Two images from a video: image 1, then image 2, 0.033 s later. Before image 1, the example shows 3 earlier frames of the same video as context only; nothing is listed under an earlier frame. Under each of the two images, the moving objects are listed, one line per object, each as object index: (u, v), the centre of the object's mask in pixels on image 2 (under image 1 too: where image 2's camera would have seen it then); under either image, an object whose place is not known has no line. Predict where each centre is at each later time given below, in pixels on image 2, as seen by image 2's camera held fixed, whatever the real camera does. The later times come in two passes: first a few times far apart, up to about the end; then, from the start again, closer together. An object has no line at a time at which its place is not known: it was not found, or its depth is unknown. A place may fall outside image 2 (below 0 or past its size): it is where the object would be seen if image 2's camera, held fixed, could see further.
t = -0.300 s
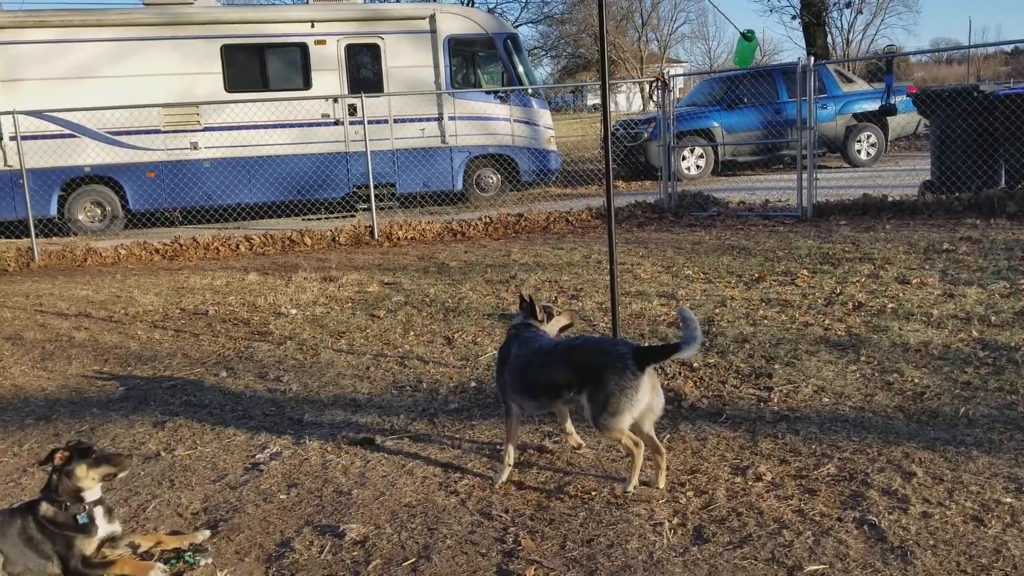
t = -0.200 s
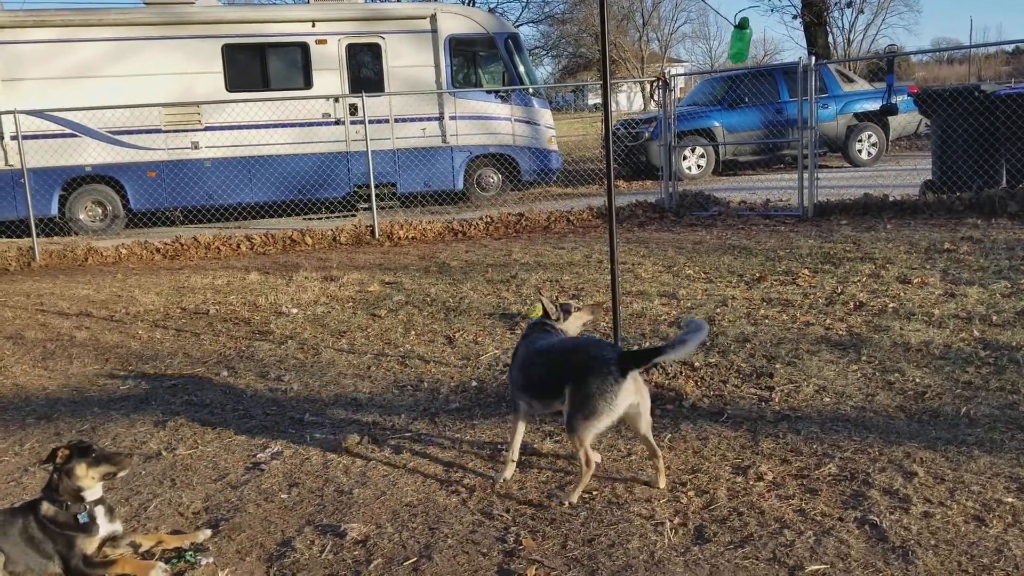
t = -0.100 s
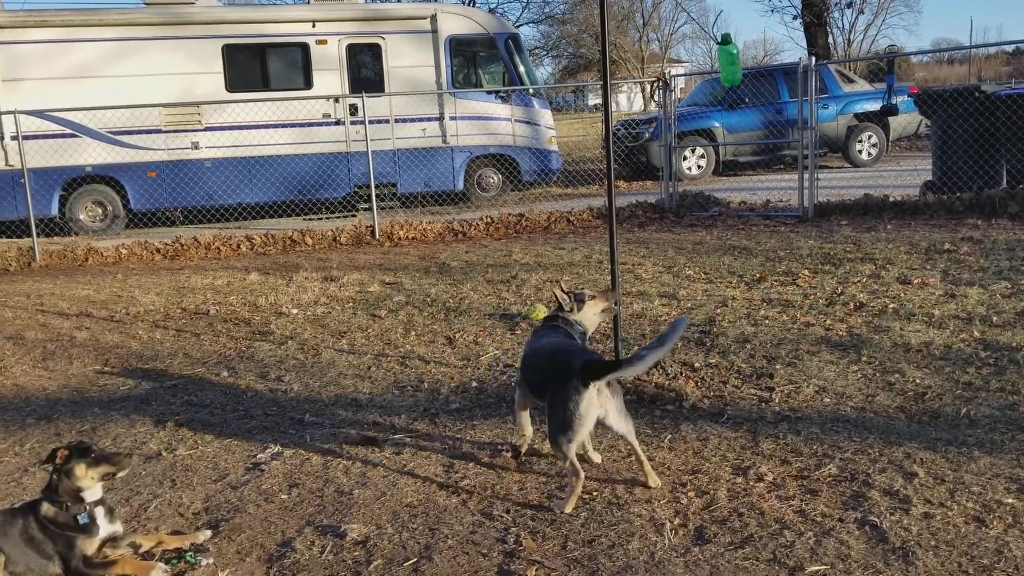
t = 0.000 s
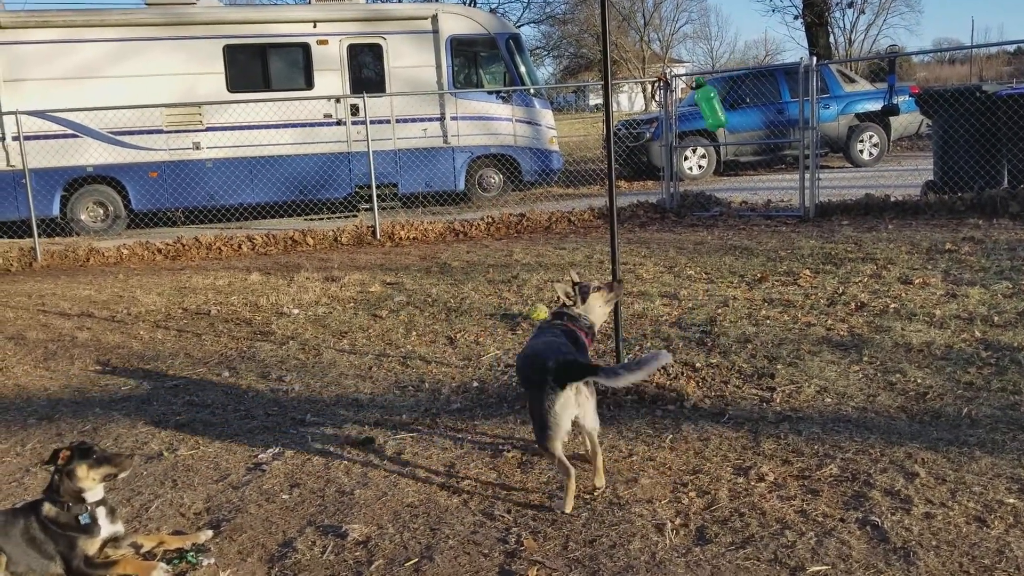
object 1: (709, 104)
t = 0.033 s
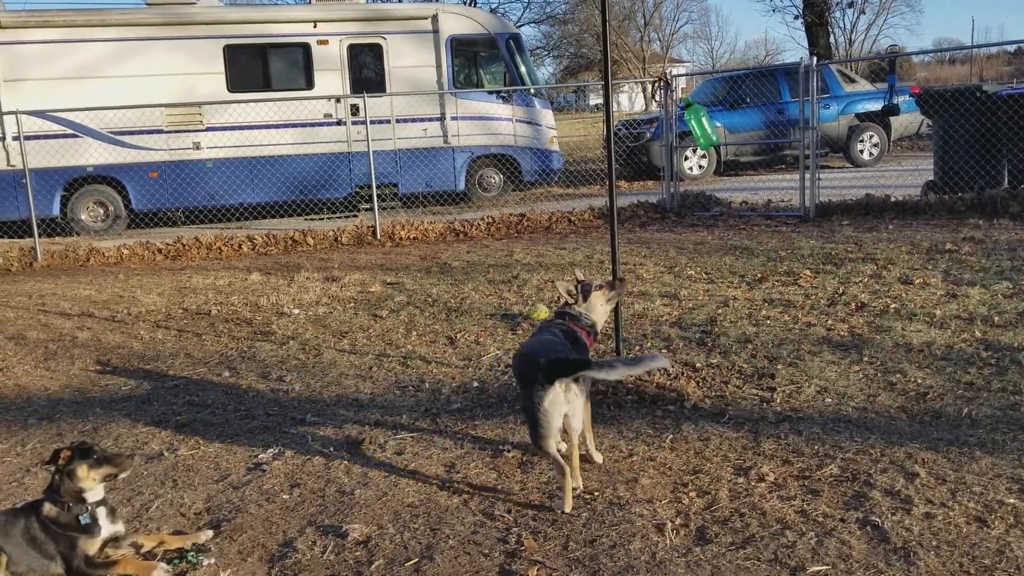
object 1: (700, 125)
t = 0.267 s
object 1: (529, 205)
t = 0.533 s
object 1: (308, 204)
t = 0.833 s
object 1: (192, 162)
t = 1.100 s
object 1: (236, 152)
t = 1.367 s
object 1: (395, 205)
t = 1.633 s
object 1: (566, 192)
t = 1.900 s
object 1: (663, 172)
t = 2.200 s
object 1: (658, 169)
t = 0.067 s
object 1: (687, 145)
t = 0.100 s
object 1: (669, 162)
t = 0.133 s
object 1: (646, 177)
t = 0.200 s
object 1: (591, 196)
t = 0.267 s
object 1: (529, 205)
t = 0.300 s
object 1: (498, 207)
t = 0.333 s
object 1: (467, 210)
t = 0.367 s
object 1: (437, 212)
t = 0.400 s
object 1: (407, 213)
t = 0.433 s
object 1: (379, 213)
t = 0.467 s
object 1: (353, 213)
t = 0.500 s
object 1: (329, 208)
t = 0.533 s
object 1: (308, 204)
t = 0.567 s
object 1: (288, 198)
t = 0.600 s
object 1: (271, 193)
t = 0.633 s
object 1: (255, 185)
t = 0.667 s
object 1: (240, 182)
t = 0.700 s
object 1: (227, 177)
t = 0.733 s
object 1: (215, 175)
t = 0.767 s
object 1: (204, 172)
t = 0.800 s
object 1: (196, 168)
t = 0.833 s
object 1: (192, 162)
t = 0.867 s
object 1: (189, 157)
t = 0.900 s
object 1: (189, 152)
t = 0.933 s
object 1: (192, 147)
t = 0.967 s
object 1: (197, 144)
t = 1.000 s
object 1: (204, 143)
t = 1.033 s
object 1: (213, 144)
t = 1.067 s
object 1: (224, 148)
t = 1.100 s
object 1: (236, 152)
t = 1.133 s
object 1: (250, 159)
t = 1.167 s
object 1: (266, 168)
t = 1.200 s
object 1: (284, 176)
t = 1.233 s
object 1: (303, 185)
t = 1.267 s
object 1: (325, 191)
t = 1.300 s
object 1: (348, 197)
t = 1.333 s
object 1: (372, 201)
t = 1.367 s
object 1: (395, 205)
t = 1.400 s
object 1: (419, 207)
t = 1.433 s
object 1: (443, 209)
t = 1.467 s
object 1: (466, 208)
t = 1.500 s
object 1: (488, 206)
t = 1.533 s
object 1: (509, 204)
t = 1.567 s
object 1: (530, 201)
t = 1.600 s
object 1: (549, 196)
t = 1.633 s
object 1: (566, 192)
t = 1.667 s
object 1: (583, 187)
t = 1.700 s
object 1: (599, 184)
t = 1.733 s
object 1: (613, 180)
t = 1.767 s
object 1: (626, 179)
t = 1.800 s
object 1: (638, 177)
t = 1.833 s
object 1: (648, 175)
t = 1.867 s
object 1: (656, 174)
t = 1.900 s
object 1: (663, 172)
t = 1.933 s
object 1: (668, 170)
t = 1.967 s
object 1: (672, 170)
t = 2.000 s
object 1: (674, 168)
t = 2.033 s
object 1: (673, 164)
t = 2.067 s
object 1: (673, 163)
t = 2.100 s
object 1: (671, 162)
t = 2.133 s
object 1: (667, 163)
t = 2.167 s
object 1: (663, 165)
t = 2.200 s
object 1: (658, 169)
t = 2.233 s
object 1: (651, 173)
